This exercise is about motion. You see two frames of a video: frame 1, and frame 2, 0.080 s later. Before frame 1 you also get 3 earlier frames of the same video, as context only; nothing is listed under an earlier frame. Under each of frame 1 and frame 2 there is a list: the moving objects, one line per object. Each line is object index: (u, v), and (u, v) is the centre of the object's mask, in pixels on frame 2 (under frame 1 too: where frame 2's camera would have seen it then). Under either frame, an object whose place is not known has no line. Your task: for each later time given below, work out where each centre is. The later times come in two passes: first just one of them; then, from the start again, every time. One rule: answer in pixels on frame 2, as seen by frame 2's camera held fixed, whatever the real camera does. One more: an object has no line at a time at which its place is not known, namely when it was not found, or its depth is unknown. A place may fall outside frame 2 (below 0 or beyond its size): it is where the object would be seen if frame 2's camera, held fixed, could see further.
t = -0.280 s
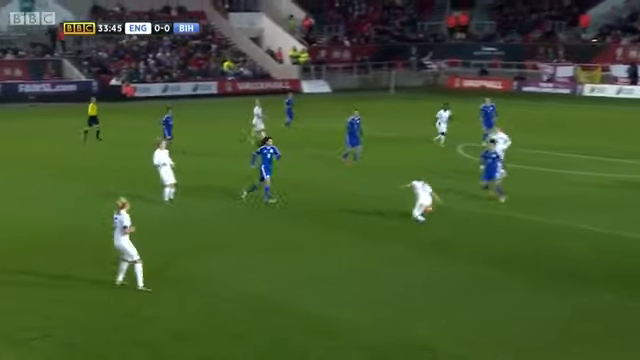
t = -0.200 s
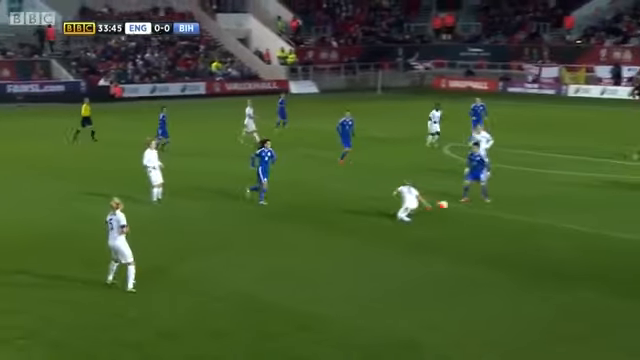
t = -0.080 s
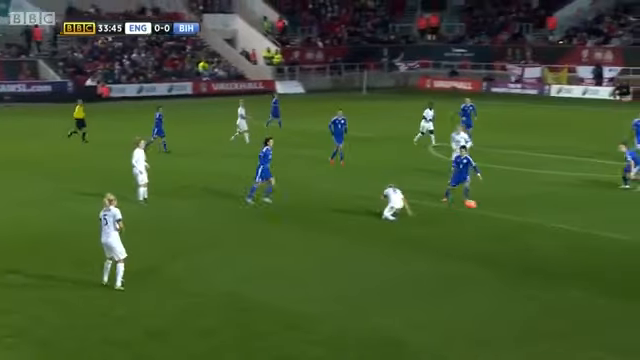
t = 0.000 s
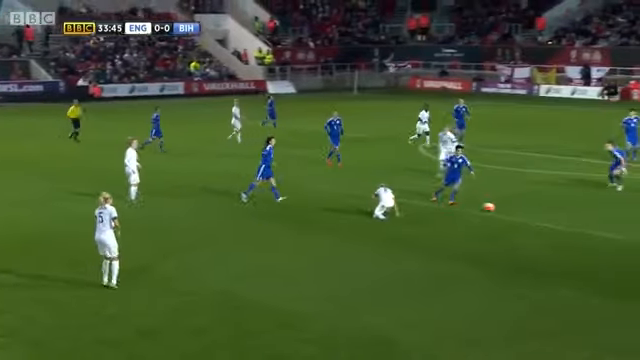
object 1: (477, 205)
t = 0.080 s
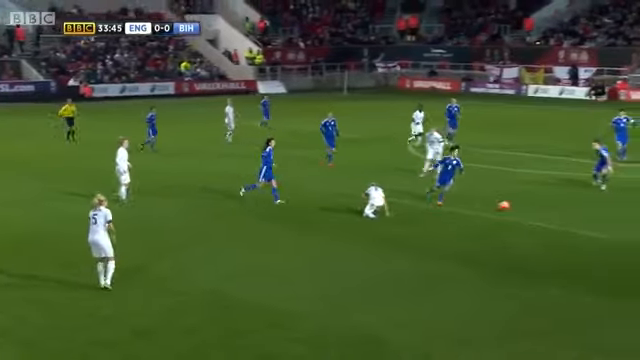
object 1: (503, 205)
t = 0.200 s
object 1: (543, 205)
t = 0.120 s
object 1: (516, 204)
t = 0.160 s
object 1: (529, 204)
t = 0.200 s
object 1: (543, 205)
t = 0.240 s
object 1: (555, 206)
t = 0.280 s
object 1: (568, 208)
